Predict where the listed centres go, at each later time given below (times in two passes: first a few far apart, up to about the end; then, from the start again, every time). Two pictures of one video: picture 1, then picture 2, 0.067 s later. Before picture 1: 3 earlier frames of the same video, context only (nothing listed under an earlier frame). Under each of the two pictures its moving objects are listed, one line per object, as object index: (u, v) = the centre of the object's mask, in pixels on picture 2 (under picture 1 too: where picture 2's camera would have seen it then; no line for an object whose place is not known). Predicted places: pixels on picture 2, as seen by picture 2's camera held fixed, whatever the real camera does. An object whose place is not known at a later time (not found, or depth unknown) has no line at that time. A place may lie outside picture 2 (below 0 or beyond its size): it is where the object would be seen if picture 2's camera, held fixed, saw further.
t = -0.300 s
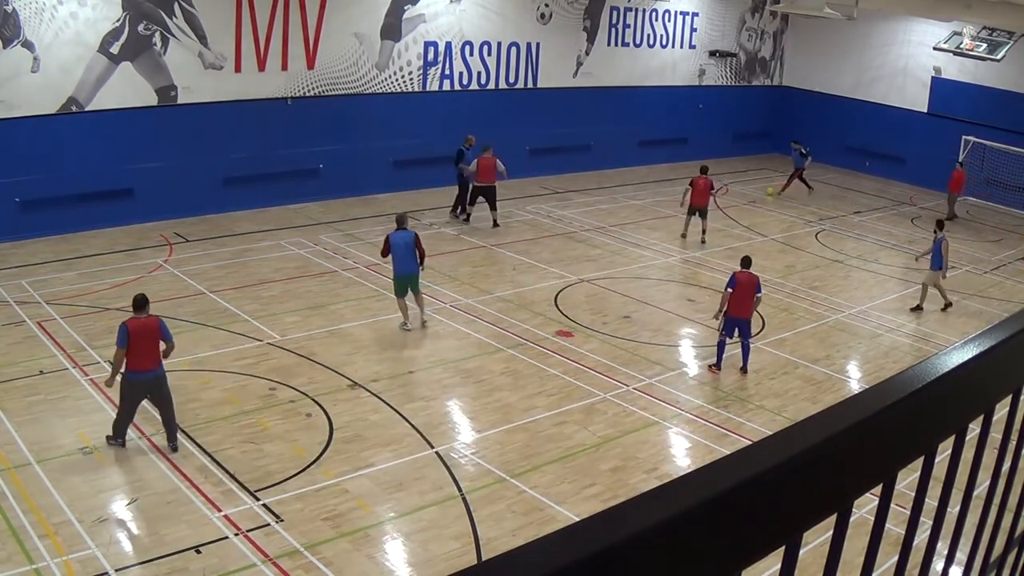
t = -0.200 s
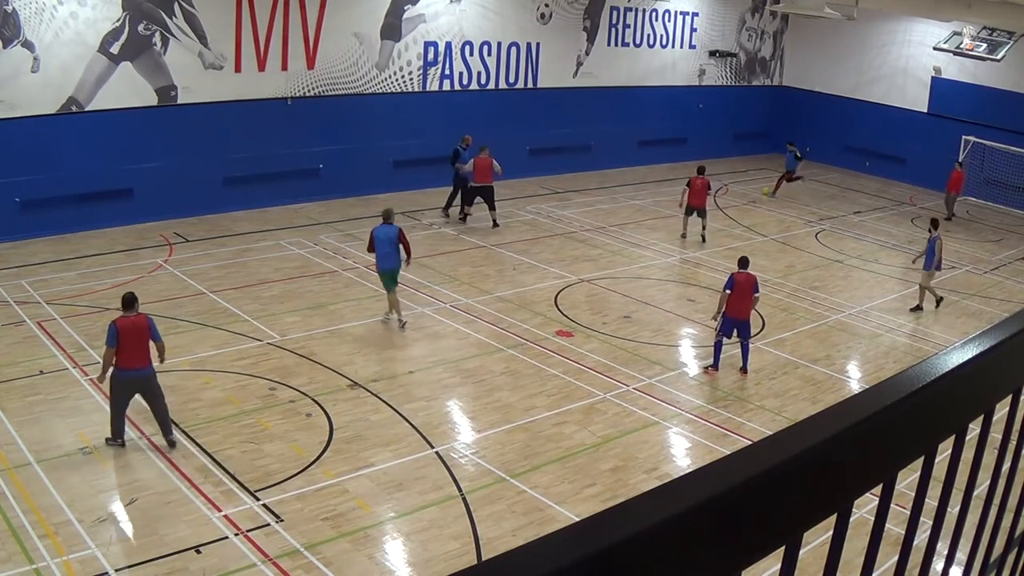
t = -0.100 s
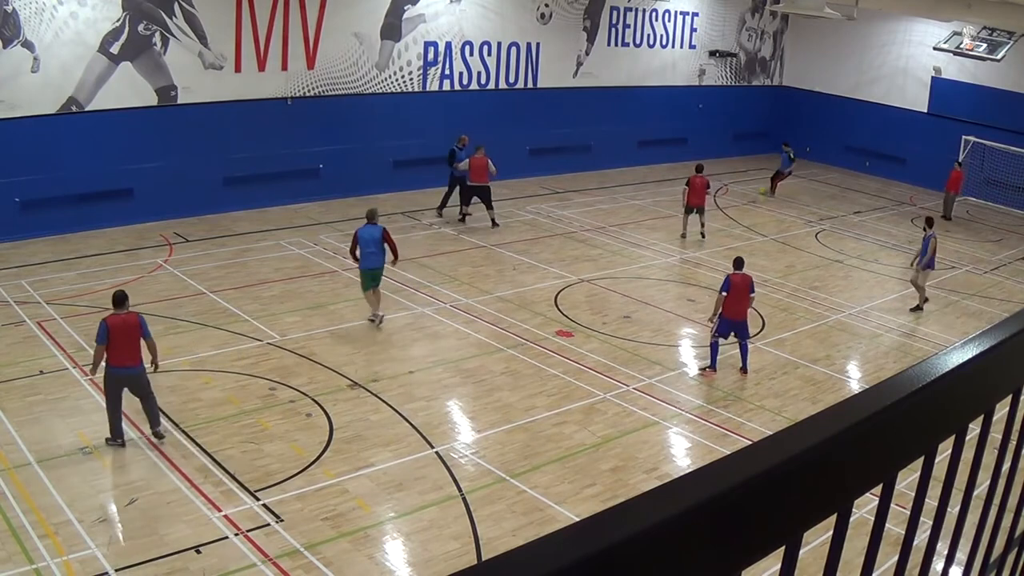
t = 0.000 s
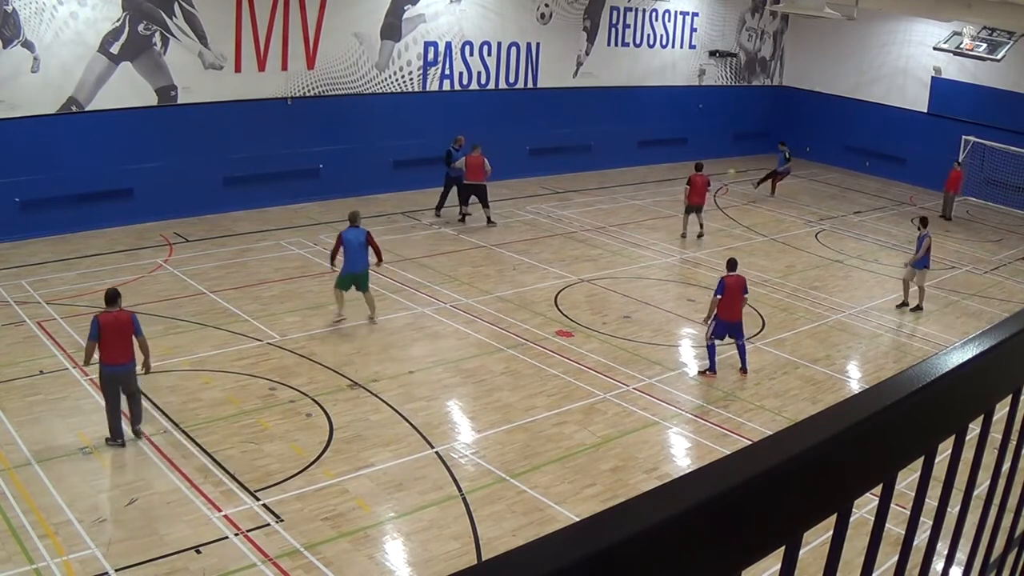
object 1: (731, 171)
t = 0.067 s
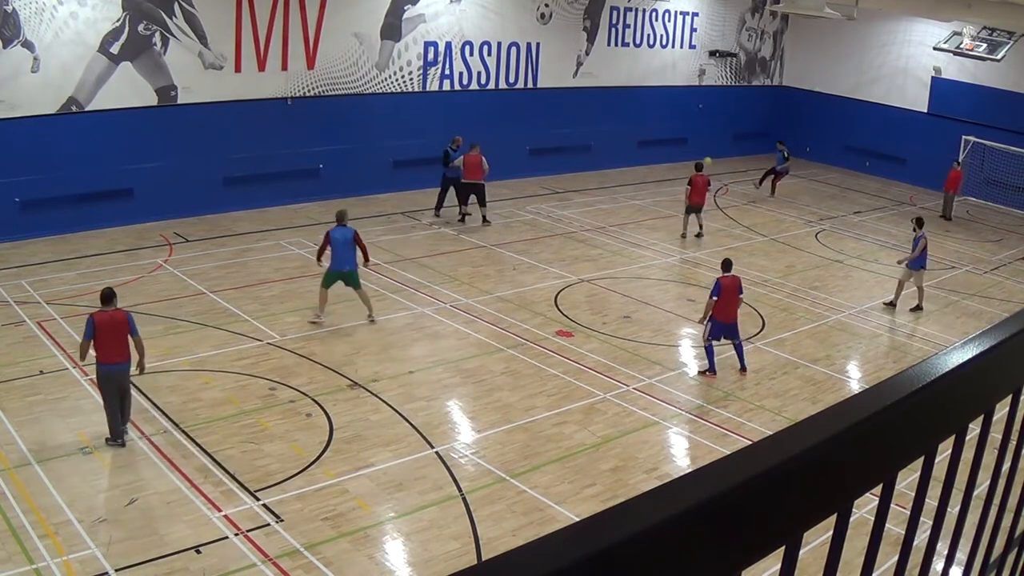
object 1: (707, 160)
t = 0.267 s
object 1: (634, 133)
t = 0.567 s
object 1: (514, 113)
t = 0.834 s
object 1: (396, 124)
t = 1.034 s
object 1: (300, 156)
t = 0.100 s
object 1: (695, 156)
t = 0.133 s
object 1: (683, 151)
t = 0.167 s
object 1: (671, 146)
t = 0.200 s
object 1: (659, 141)
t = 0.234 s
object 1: (646, 137)
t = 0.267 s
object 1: (634, 133)
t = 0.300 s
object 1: (621, 130)
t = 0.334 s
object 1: (608, 126)
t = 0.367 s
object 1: (595, 123)
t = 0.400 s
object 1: (582, 121)
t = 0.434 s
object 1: (568, 118)
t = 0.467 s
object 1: (555, 116)
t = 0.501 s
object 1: (542, 115)
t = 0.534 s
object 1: (528, 114)
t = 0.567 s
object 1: (514, 113)
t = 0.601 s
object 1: (500, 113)
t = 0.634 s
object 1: (485, 113)
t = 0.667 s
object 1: (471, 114)
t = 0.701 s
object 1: (456, 114)
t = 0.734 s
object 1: (441, 116)
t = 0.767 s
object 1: (426, 119)
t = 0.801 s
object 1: (411, 121)
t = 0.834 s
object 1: (396, 124)
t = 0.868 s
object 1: (381, 128)
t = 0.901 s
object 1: (365, 132)
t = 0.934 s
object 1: (349, 138)
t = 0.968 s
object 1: (333, 143)
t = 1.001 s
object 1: (317, 149)
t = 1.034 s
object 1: (300, 156)
